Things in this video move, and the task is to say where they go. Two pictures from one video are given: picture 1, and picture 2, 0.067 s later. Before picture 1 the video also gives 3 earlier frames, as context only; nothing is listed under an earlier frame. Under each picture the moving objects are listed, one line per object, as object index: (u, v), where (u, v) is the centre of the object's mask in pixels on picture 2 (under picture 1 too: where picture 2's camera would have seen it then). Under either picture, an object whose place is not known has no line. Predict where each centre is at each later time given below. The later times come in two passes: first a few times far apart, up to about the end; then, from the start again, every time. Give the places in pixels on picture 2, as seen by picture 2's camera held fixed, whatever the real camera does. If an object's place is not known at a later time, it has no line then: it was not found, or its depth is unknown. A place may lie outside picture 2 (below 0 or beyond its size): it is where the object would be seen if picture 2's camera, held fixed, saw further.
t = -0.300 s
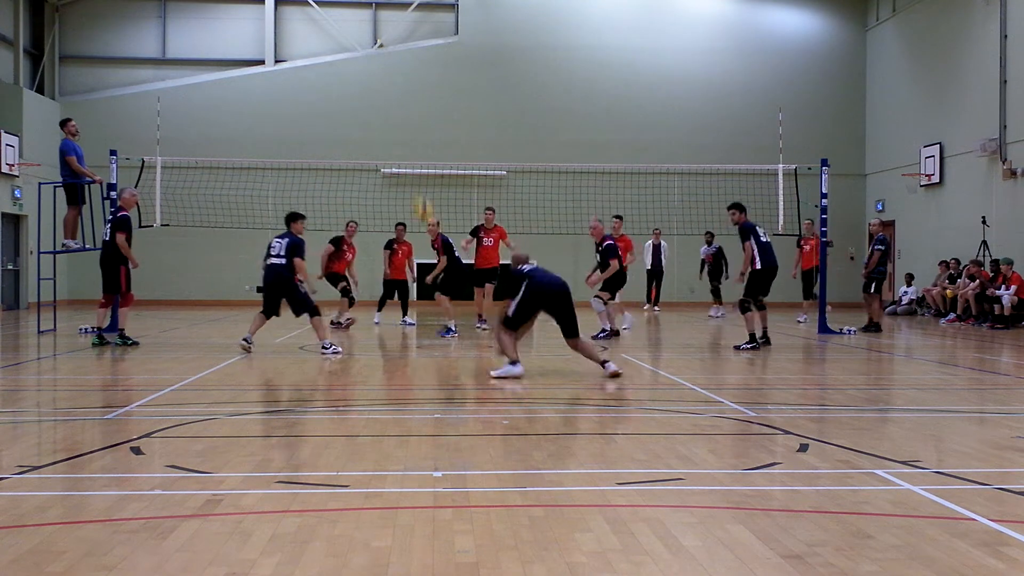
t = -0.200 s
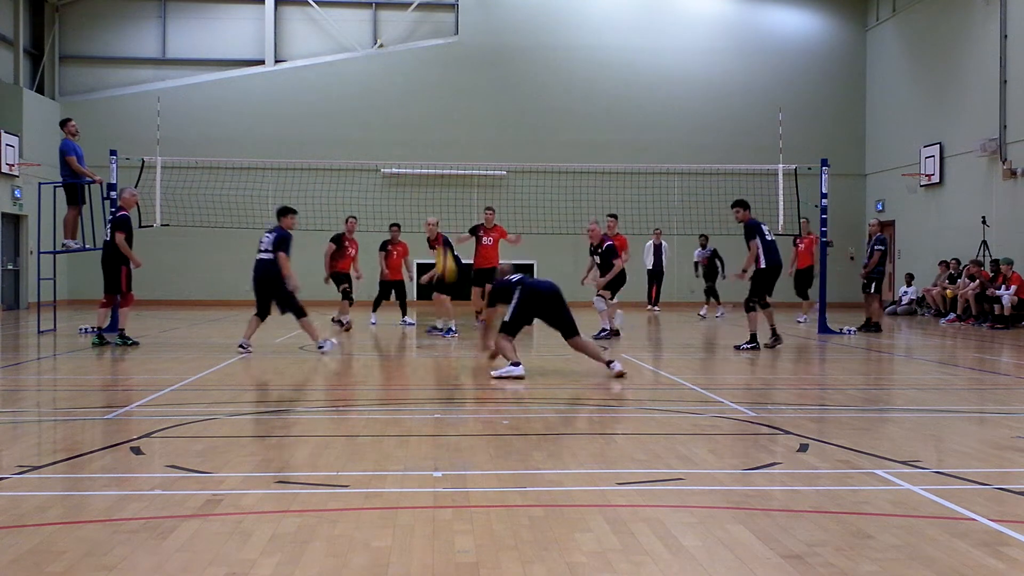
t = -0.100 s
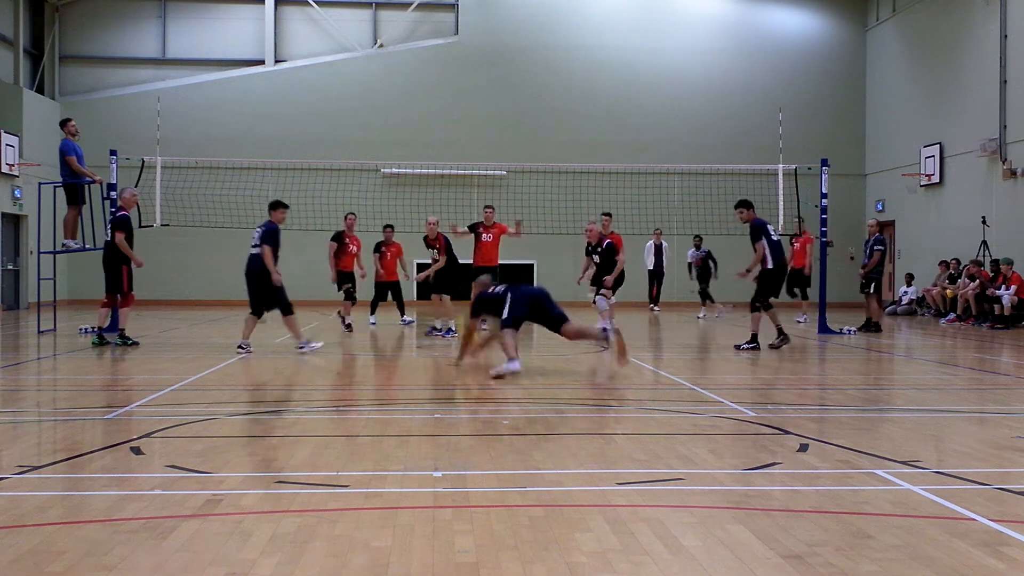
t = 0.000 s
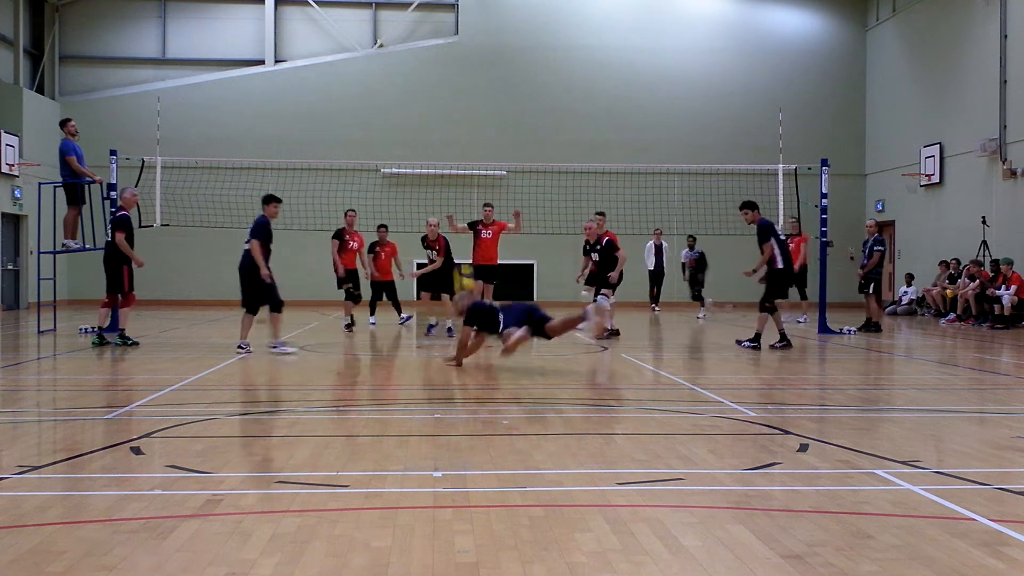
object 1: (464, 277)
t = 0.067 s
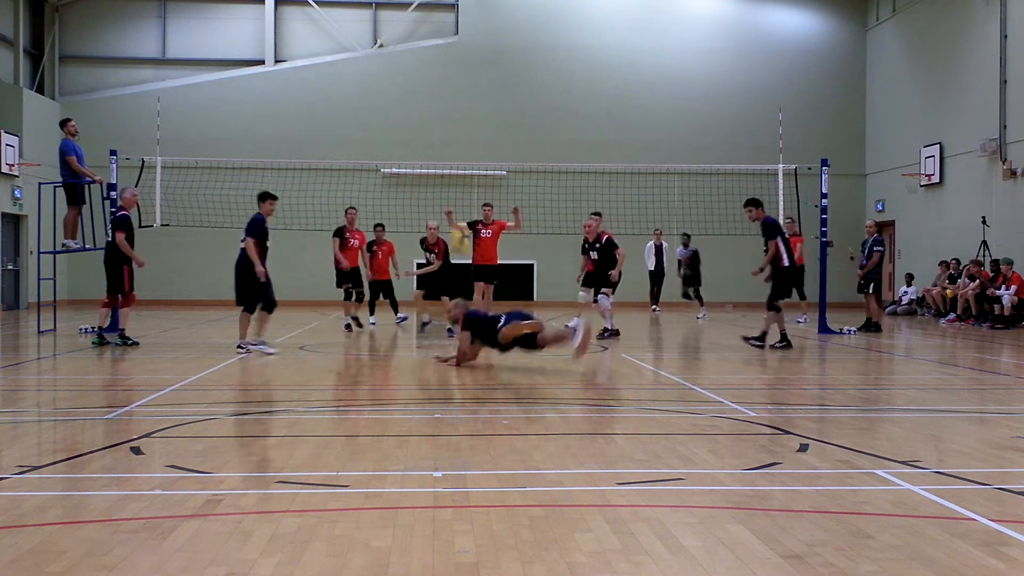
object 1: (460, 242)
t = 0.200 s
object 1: (453, 172)
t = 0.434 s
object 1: (442, 98)
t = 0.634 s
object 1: (433, 75)
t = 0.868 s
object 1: (423, 95)
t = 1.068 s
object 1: (415, 149)
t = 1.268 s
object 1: (408, 233)
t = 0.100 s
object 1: (460, 219)
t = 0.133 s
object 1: (458, 205)
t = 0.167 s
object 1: (454, 188)
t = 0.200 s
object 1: (453, 172)
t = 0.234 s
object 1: (452, 157)
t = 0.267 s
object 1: (450, 146)
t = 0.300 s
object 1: (449, 133)
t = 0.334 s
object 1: (447, 123)
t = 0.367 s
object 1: (445, 114)
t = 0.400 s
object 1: (444, 105)
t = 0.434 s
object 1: (442, 98)
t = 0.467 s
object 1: (440, 91)
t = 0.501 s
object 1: (439, 86)
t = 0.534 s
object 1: (437, 82)
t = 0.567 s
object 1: (436, 79)
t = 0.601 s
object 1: (435, 77)
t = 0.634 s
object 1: (433, 75)
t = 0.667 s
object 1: (432, 76)
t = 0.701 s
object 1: (430, 76)
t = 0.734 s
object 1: (428, 78)
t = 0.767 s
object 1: (427, 81)
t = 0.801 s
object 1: (426, 84)
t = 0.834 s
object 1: (424, 89)
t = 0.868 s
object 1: (423, 95)
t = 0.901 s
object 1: (422, 101)
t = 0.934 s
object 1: (420, 108)
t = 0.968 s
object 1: (419, 117)
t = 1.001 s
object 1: (417, 126)
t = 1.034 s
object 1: (416, 138)
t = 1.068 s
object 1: (415, 149)
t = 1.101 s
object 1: (414, 160)
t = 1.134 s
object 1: (411, 173)
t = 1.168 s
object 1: (410, 187)
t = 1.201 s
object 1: (410, 200)
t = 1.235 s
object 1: (409, 217)
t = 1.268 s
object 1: (408, 233)
